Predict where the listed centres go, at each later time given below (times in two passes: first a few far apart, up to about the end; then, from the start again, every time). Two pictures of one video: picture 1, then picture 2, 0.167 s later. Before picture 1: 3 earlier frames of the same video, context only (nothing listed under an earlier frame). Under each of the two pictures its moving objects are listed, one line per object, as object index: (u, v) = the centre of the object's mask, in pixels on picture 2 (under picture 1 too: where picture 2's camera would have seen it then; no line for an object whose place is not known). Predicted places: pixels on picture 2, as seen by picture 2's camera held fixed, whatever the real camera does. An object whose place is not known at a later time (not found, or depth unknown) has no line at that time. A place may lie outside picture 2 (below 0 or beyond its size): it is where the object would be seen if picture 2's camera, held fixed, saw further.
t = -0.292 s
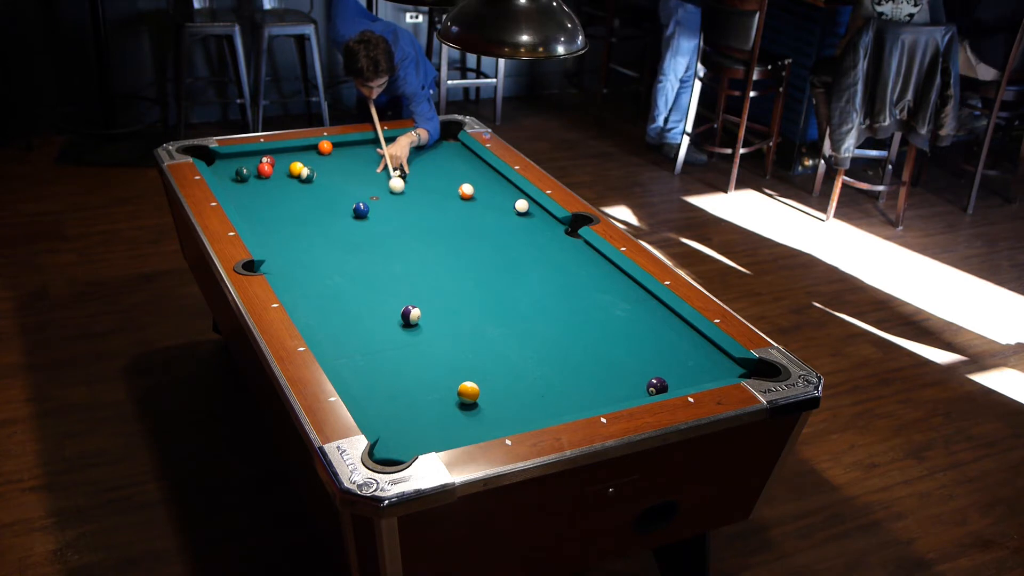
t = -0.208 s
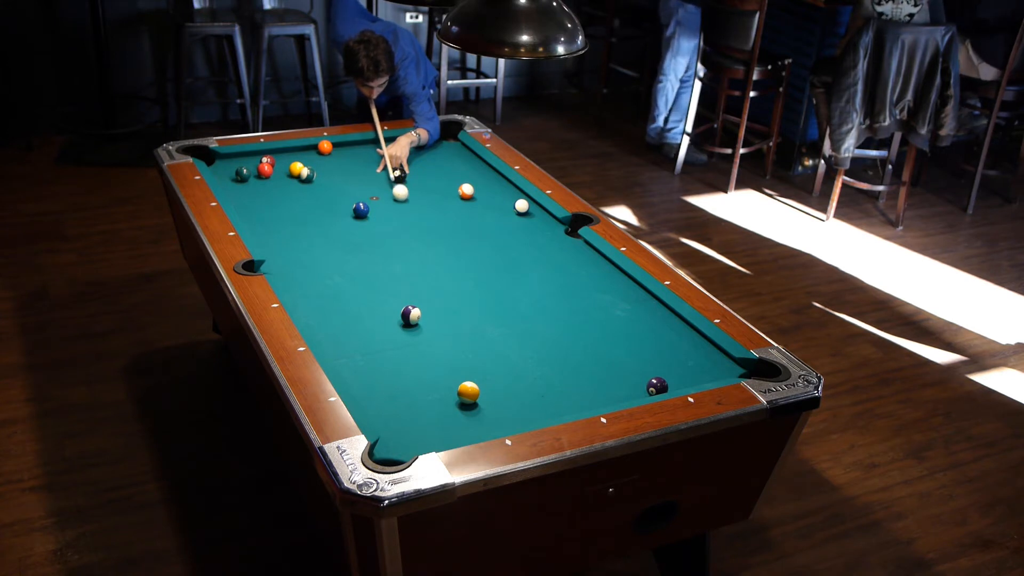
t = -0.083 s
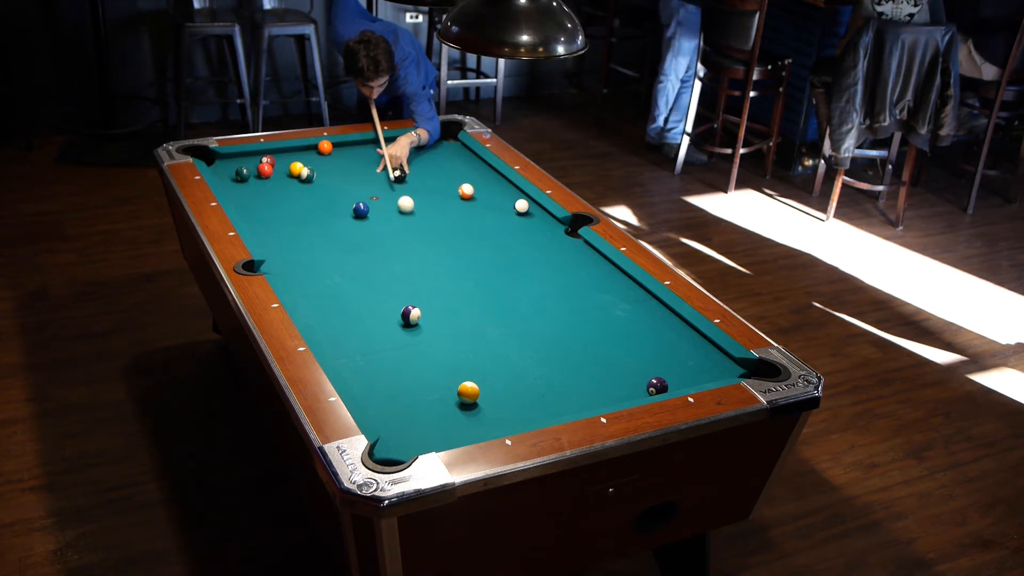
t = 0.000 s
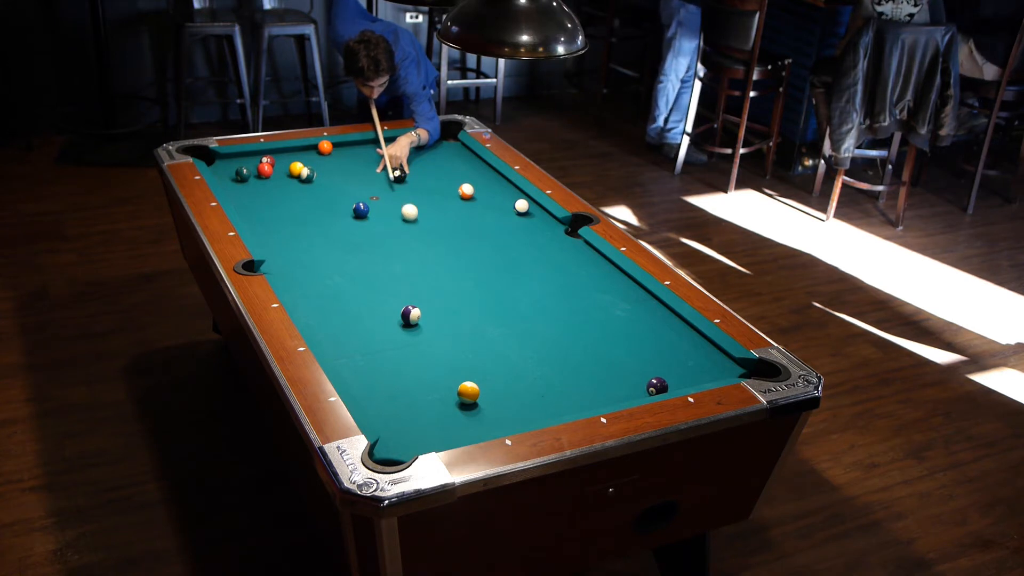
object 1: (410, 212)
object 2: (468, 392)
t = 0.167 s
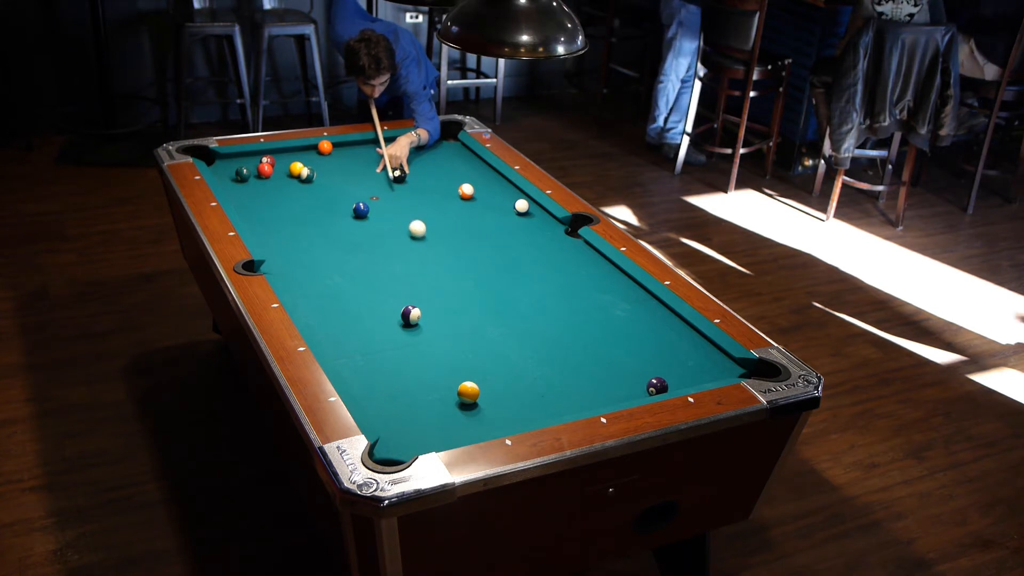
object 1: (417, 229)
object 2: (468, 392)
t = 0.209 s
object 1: (419, 234)
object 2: (468, 392)
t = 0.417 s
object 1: (430, 256)
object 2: (468, 392)
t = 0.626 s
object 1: (440, 280)
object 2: (468, 392)
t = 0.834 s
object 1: (452, 305)
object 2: (468, 392)
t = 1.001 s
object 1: (462, 326)
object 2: (468, 392)
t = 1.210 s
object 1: (475, 355)
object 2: (468, 392)
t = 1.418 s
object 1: (489, 385)
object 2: (468, 392)
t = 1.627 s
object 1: (505, 417)
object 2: (468, 392)
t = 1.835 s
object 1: (493, 412)
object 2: (468, 392)
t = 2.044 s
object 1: (481, 402)
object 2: (463, 388)
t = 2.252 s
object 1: (479, 399)
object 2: (453, 382)
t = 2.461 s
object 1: (479, 398)
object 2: (445, 376)
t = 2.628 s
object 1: (480, 397)
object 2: (439, 371)
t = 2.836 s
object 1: (480, 396)
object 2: (433, 366)
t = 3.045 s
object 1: (479, 396)
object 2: (428, 362)
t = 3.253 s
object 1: (479, 396)
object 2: (423, 358)
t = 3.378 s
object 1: (479, 396)
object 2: (420, 356)
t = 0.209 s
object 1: (419, 234)
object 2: (468, 392)
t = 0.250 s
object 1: (421, 238)
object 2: (468, 392)
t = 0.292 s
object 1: (423, 242)
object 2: (468, 392)
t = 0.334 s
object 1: (426, 247)
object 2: (468, 392)
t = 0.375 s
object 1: (428, 251)
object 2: (468, 392)
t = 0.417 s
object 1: (430, 256)
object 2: (468, 392)
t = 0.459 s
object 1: (432, 260)
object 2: (468, 392)
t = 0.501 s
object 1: (434, 265)
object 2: (468, 392)
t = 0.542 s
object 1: (436, 270)
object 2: (468, 392)
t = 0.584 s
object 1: (438, 275)
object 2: (468, 392)
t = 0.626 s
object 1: (440, 280)
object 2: (468, 392)
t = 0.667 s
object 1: (443, 285)
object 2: (468, 392)
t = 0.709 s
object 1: (445, 289)
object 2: (468, 392)
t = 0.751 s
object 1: (447, 294)
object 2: (468, 392)
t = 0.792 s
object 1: (450, 300)
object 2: (468, 392)
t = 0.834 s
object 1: (452, 305)
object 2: (468, 392)
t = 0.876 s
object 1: (455, 310)
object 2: (468, 392)
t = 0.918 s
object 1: (457, 315)
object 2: (468, 392)
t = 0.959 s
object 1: (460, 321)
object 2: (468, 392)
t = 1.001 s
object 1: (462, 326)
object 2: (468, 392)
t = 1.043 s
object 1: (465, 332)
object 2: (468, 392)
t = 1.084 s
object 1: (467, 337)
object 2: (468, 392)
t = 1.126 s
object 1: (470, 343)
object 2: (468, 392)
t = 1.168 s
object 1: (473, 349)
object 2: (468, 392)
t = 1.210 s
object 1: (475, 355)
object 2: (468, 392)
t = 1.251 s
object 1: (478, 361)
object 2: (468, 392)
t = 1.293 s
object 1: (481, 367)
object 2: (468, 392)
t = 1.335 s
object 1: (484, 372)
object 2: (468, 392)
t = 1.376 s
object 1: (487, 378)
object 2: (468, 392)
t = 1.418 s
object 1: (489, 385)
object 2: (468, 392)
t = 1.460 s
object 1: (492, 391)
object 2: (468, 392)
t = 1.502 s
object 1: (495, 398)
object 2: (468, 392)
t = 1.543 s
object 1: (498, 404)
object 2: (468, 392)
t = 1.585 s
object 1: (501, 410)
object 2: (468, 392)
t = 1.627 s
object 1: (505, 417)
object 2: (468, 392)
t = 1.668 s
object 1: (507, 421)
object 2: (468, 392)
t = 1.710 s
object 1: (504, 420)
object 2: (468, 392)
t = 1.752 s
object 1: (500, 418)
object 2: (468, 392)
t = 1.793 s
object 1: (496, 415)
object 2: (468, 392)
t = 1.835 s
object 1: (493, 412)
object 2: (468, 392)
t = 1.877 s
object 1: (489, 409)
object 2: (468, 392)
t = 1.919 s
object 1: (486, 406)
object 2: (468, 392)
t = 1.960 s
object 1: (482, 404)
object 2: (467, 391)
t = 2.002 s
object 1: (481, 403)
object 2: (465, 390)
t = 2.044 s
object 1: (481, 402)
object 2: (463, 388)
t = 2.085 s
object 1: (481, 402)
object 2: (461, 387)
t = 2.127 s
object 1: (480, 401)
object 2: (459, 386)
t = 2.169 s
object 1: (480, 400)
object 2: (457, 384)
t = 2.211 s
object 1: (480, 400)
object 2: (455, 383)
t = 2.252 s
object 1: (479, 399)
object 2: (453, 382)
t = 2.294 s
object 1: (479, 399)
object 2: (451, 380)
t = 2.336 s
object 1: (479, 399)
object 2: (450, 379)
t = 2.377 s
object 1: (479, 399)
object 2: (448, 378)
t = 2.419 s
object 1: (479, 398)
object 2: (446, 377)
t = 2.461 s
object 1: (479, 398)
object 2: (445, 376)
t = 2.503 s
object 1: (480, 398)
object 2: (443, 374)
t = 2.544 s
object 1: (480, 397)
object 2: (442, 373)
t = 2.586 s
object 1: (480, 397)
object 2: (440, 372)
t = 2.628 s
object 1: (480, 397)
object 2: (439, 371)
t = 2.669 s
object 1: (480, 397)
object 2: (438, 370)
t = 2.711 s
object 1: (480, 397)
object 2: (437, 369)
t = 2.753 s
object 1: (480, 397)
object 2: (435, 368)
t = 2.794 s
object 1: (480, 396)
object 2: (434, 367)
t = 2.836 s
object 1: (480, 396)
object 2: (433, 366)
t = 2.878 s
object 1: (479, 396)
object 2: (432, 365)
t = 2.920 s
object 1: (479, 396)
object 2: (431, 364)
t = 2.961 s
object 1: (479, 396)
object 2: (430, 363)
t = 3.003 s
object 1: (479, 397)
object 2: (429, 363)
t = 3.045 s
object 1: (479, 396)
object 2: (428, 362)
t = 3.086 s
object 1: (479, 397)
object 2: (427, 361)
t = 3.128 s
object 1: (480, 396)
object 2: (426, 360)
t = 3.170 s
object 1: (479, 396)
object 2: (425, 359)
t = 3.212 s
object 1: (479, 396)
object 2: (424, 359)
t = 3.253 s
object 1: (479, 396)
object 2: (423, 358)
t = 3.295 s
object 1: (480, 396)
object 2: (422, 357)
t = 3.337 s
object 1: (479, 397)
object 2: (421, 357)
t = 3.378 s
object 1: (479, 396)
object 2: (420, 356)
